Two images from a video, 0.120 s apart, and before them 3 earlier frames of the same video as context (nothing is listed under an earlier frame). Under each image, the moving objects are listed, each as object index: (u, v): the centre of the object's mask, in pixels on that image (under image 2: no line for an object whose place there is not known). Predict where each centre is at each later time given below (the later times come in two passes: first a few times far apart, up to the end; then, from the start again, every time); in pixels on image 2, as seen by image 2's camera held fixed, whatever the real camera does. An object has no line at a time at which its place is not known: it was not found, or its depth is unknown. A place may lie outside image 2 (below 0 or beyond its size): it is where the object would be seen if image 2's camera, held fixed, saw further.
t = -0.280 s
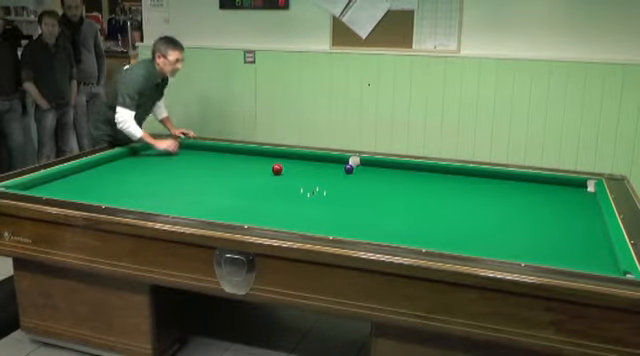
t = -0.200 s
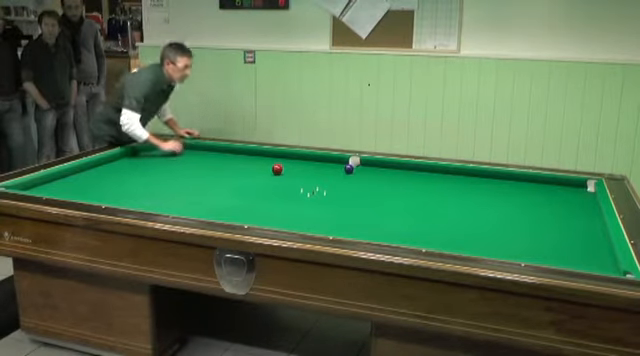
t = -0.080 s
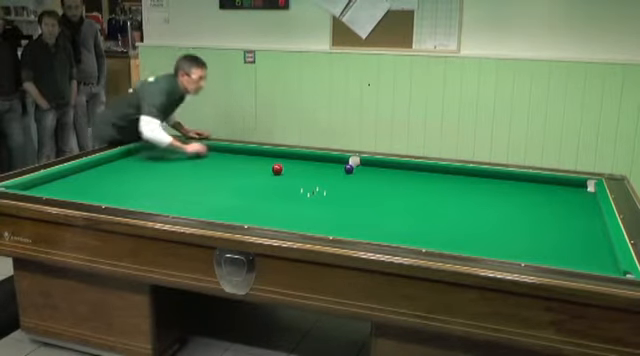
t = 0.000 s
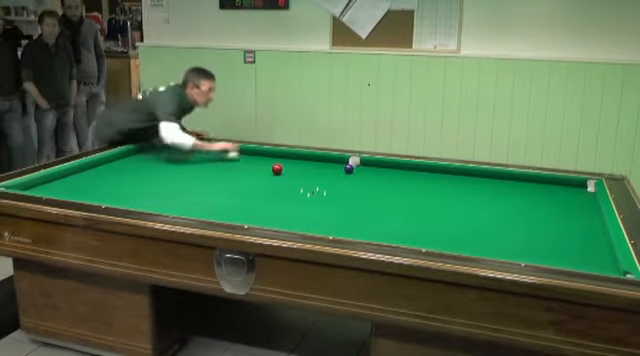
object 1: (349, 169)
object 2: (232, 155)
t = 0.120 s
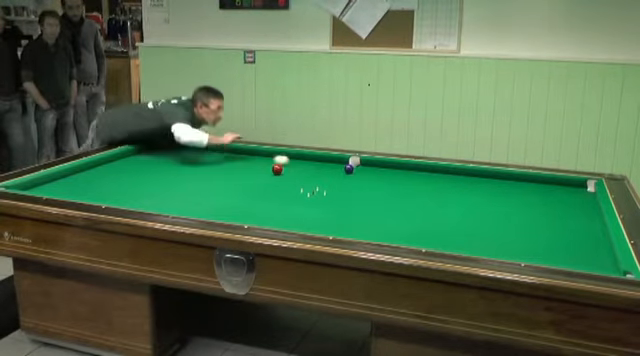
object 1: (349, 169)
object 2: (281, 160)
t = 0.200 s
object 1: (349, 169)
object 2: (315, 163)
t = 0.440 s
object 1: (427, 182)
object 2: (359, 166)
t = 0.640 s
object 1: (517, 197)
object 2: (382, 166)
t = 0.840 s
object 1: (591, 209)
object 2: (405, 167)
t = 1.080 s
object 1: (519, 205)
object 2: (426, 169)
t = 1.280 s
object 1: (469, 202)
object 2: (443, 172)
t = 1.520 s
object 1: (412, 198)
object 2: (464, 175)
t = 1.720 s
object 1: (365, 196)
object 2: (482, 177)
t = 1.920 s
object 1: (317, 194)
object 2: (500, 180)
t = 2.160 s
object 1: (263, 190)
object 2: (521, 183)
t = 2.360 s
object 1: (220, 188)
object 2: (538, 186)
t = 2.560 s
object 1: (179, 186)
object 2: (556, 189)
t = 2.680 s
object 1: (155, 185)
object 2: (566, 191)
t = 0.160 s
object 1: (349, 169)
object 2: (298, 162)
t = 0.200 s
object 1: (349, 169)
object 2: (315, 163)
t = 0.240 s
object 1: (349, 169)
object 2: (332, 165)
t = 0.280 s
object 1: (358, 171)
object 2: (342, 166)
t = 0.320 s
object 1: (374, 174)
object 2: (346, 166)
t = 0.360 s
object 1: (392, 177)
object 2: (350, 166)
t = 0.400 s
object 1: (409, 180)
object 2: (354, 167)
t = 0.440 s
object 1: (427, 182)
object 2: (359, 166)
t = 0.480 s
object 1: (445, 185)
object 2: (364, 166)
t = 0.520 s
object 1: (463, 188)
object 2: (368, 166)
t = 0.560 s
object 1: (480, 191)
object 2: (373, 166)
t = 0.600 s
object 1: (498, 194)
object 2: (378, 165)
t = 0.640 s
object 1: (517, 197)
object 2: (382, 166)
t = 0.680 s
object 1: (533, 200)
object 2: (387, 166)
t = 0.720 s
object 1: (550, 202)
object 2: (391, 166)
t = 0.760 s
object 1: (567, 205)
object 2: (396, 166)
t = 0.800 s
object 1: (584, 208)
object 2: (400, 167)
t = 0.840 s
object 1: (591, 209)
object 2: (405, 167)
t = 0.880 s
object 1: (578, 208)
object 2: (408, 167)
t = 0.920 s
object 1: (565, 207)
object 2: (412, 167)
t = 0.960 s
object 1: (552, 207)
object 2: (415, 167)
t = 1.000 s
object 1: (540, 206)
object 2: (419, 168)
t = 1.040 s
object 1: (529, 205)
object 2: (422, 169)
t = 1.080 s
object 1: (519, 205)
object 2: (426, 169)
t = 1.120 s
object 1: (508, 204)
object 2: (430, 170)
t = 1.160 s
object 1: (499, 204)
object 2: (433, 170)
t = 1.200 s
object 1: (489, 203)
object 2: (437, 171)
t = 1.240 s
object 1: (479, 202)
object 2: (440, 171)
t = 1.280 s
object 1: (469, 202)
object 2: (443, 172)
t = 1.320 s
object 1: (460, 201)
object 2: (447, 172)
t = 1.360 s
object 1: (450, 200)
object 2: (451, 173)
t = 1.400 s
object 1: (440, 200)
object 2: (454, 173)
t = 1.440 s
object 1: (431, 199)
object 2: (458, 174)
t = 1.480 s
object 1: (421, 199)
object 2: (461, 174)
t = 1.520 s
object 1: (412, 198)
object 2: (464, 175)
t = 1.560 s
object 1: (402, 198)
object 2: (468, 175)
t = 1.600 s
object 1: (393, 198)
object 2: (472, 176)
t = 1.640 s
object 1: (383, 197)
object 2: (475, 177)
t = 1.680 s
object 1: (374, 197)
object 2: (479, 177)
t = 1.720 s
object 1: (365, 196)
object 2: (482, 177)
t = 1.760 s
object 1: (355, 196)
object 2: (486, 178)
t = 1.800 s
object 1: (346, 195)
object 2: (489, 179)
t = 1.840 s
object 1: (336, 195)
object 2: (493, 179)
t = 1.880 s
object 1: (326, 194)
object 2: (496, 179)
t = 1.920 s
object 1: (317, 194)
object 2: (500, 180)
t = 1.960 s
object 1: (308, 193)
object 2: (503, 180)
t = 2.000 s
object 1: (299, 193)
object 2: (507, 181)
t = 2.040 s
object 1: (290, 191)
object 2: (511, 181)
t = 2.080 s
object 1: (281, 191)
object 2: (514, 182)
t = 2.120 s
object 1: (272, 191)
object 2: (518, 183)
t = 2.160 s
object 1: (263, 190)
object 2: (521, 183)
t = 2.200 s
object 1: (254, 190)
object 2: (525, 184)
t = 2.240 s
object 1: (246, 189)
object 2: (528, 184)
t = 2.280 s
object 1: (237, 189)
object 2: (531, 185)
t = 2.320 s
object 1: (229, 188)
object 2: (535, 185)
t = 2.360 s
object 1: (220, 188)
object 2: (538, 186)
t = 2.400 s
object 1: (212, 188)
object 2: (542, 187)
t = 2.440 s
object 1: (204, 187)
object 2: (546, 187)
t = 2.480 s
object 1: (195, 187)
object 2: (549, 188)
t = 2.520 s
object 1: (187, 186)
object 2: (553, 188)
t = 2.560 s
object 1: (179, 186)
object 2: (556, 189)
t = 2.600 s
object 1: (171, 186)
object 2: (559, 189)
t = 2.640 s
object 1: (163, 185)
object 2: (563, 190)
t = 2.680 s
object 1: (155, 185)
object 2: (566, 191)
